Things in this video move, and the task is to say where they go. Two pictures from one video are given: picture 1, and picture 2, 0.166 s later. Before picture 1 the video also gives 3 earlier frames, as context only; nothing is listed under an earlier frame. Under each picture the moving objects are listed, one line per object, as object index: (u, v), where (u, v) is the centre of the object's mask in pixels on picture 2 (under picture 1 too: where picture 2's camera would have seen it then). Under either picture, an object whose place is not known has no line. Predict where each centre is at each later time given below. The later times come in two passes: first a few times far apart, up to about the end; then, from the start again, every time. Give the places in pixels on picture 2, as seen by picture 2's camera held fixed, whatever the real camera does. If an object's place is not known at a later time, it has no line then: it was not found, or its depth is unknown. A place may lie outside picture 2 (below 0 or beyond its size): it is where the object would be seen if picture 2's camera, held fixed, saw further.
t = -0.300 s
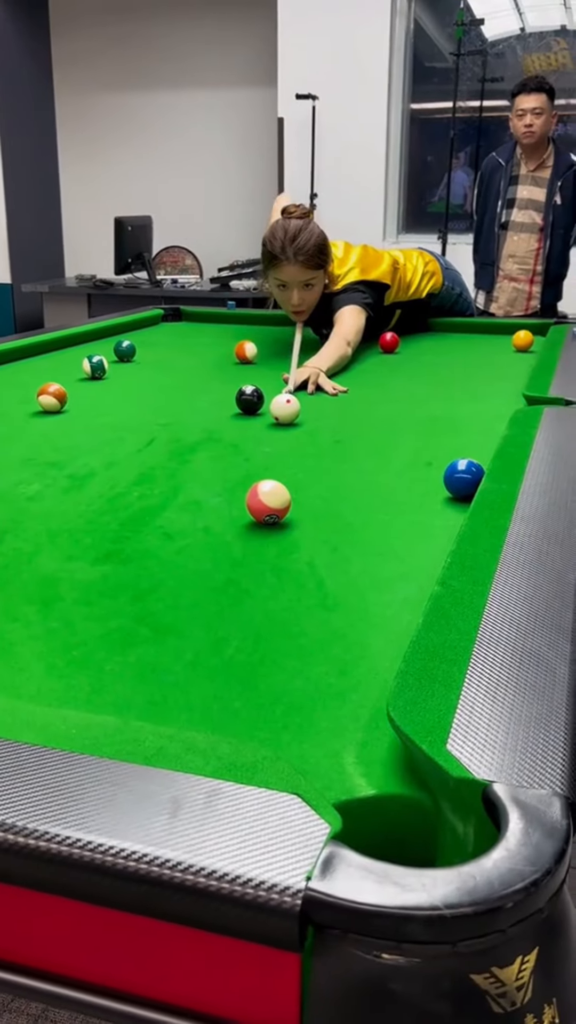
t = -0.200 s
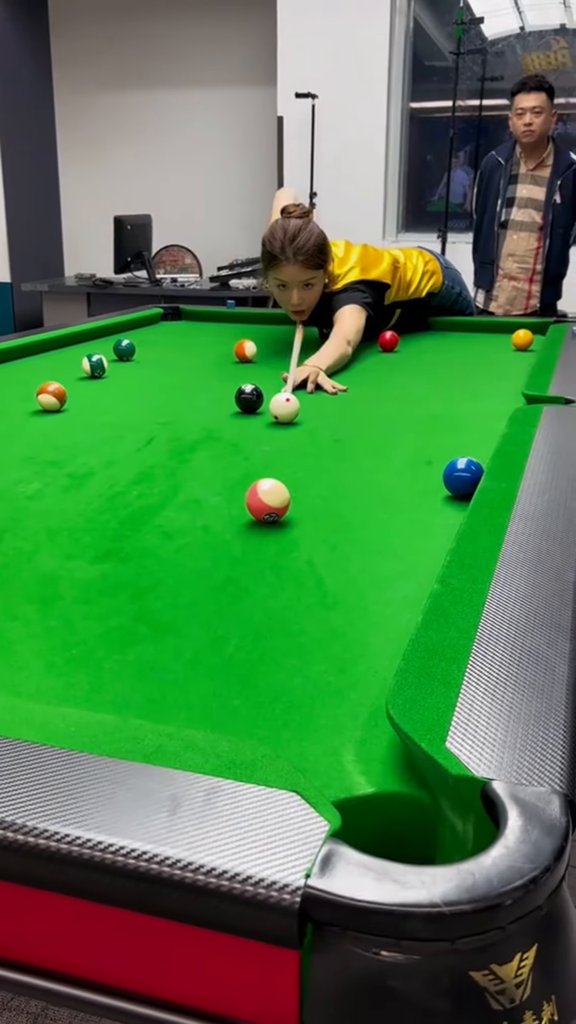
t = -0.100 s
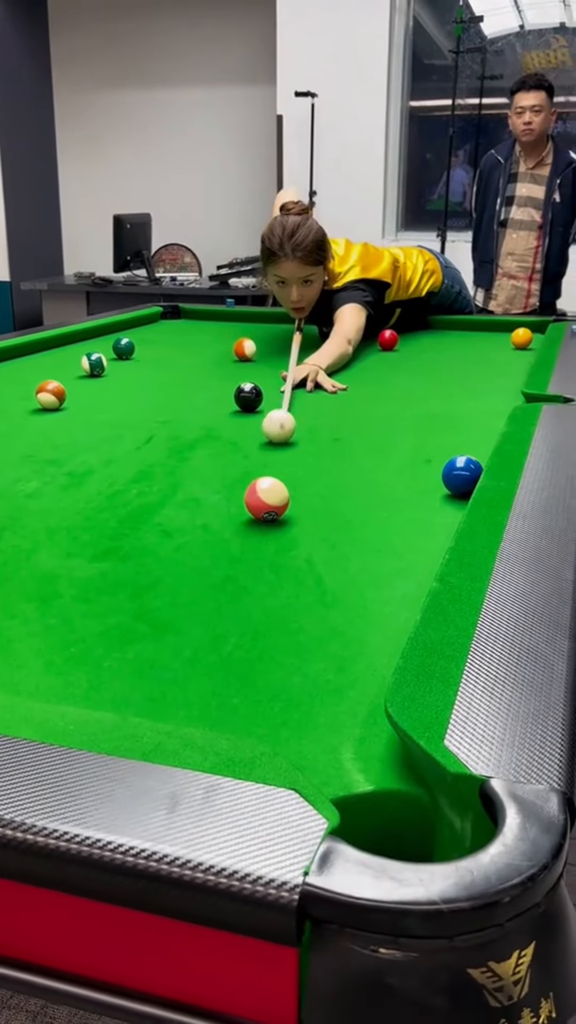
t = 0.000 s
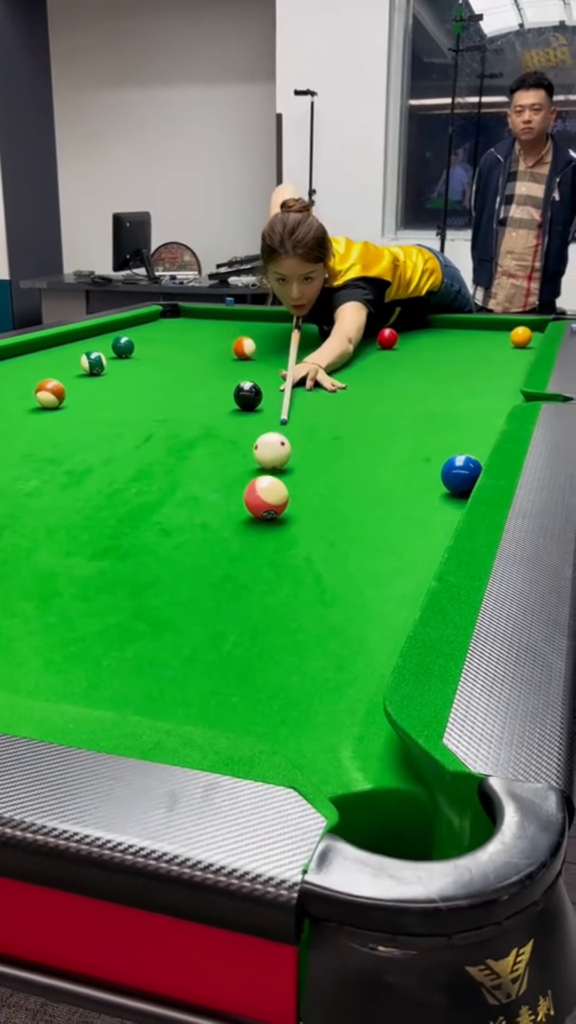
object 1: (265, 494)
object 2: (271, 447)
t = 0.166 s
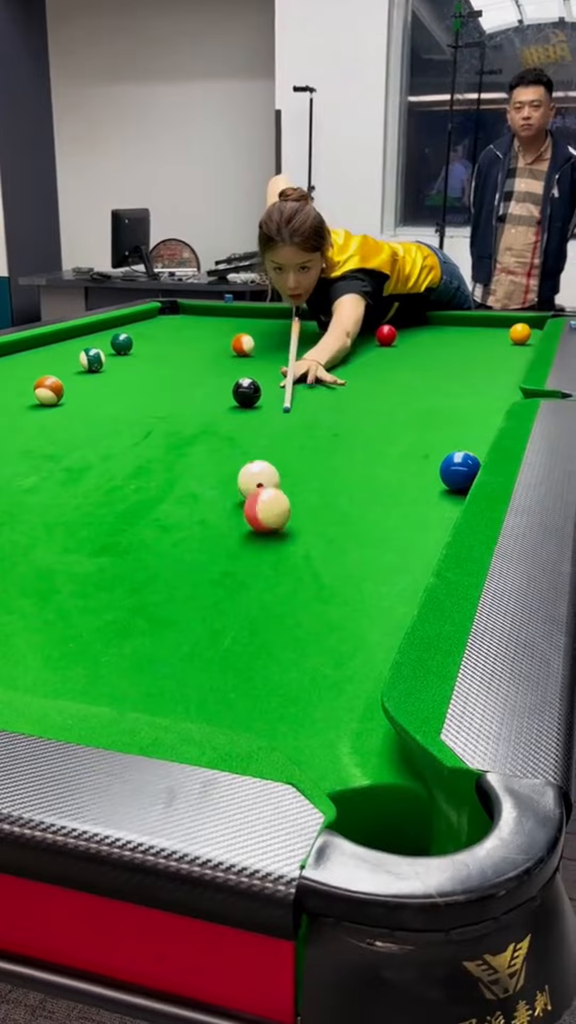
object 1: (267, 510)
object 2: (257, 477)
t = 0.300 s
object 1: (274, 554)
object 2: (250, 479)
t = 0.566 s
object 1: (294, 677)
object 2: (236, 476)
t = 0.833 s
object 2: (226, 475)
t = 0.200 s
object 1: (269, 521)
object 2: (256, 480)
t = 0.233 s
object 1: (271, 531)
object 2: (254, 480)
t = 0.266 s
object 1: (273, 542)
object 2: (252, 480)
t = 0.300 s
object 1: (274, 554)
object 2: (250, 479)
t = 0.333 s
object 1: (276, 565)
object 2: (248, 479)
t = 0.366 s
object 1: (278, 578)
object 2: (246, 478)
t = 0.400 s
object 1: (280, 592)
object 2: (244, 478)
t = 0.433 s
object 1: (283, 606)
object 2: (243, 478)
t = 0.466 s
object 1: (285, 622)
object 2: (241, 477)
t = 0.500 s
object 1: (288, 638)
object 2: (239, 477)
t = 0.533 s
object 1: (291, 657)
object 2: (238, 477)
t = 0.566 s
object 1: (294, 677)
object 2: (236, 476)
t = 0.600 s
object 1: (298, 698)
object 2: (235, 476)
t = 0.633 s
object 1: (302, 721)
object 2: (233, 476)
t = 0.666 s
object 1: (311, 740)
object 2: (232, 475)
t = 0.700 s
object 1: (336, 756)
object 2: (231, 475)
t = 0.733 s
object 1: (368, 777)
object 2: (230, 475)
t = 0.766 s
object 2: (228, 475)
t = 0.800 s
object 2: (227, 475)
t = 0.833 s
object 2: (226, 475)
